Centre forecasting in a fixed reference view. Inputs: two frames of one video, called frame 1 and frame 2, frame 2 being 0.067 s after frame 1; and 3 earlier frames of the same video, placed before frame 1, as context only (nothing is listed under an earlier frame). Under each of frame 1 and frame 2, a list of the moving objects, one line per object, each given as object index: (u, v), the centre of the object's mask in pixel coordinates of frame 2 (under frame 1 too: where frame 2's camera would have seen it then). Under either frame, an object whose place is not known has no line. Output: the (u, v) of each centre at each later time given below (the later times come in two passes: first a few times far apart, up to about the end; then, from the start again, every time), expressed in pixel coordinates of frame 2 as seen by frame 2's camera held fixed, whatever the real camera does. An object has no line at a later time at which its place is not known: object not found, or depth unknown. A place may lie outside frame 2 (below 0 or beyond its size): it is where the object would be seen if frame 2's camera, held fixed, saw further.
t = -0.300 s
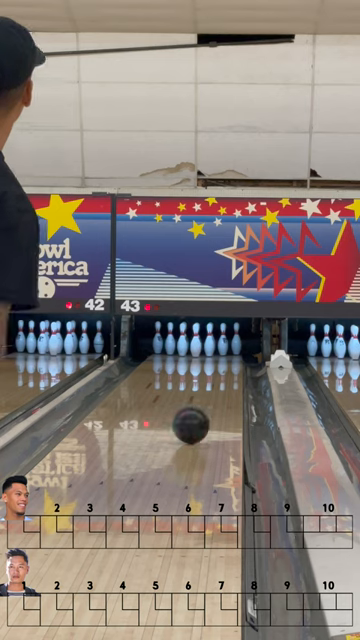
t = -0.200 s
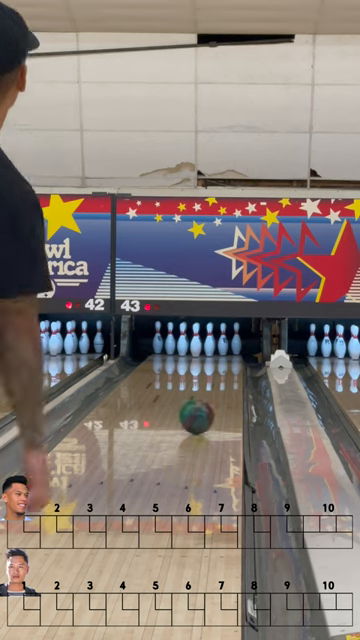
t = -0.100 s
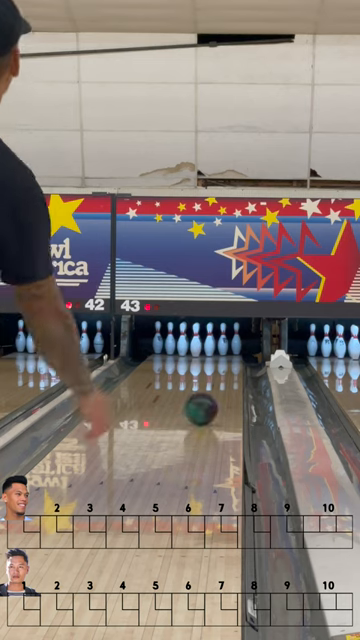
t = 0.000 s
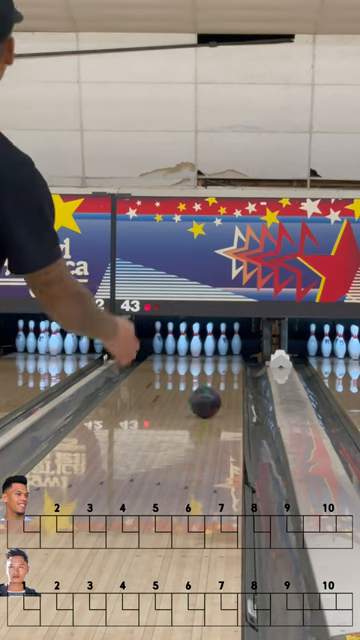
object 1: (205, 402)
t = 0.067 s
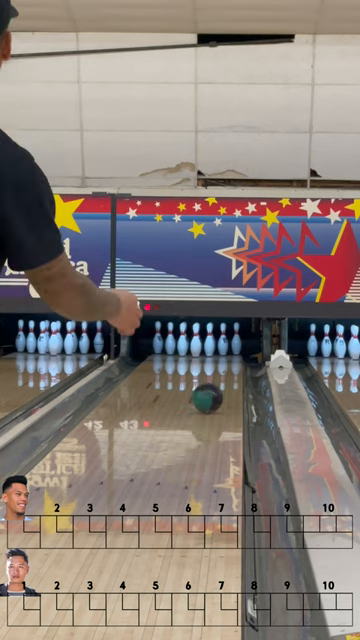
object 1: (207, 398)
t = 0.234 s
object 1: (212, 389)
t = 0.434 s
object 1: (215, 379)
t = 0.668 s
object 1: (217, 371)
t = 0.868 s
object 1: (215, 364)
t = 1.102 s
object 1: (211, 357)
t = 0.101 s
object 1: (208, 396)
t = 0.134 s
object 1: (208, 394)
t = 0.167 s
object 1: (210, 392)
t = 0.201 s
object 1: (211, 390)
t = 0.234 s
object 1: (212, 389)
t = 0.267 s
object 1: (212, 387)
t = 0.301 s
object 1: (212, 386)
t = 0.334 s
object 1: (213, 384)
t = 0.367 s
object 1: (213, 382)
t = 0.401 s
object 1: (215, 381)
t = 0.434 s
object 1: (215, 379)
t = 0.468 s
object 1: (216, 378)
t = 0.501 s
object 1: (216, 376)
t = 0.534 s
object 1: (216, 375)
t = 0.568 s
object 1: (216, 374)
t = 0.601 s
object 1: (217, 373)
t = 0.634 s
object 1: (217, 372)
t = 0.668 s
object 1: (217, 371)
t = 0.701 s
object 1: (217, 370)
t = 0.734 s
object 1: (216, 369)
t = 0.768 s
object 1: (216, 368)
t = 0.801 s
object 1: (216, 366)
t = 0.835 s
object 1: (216, 366)
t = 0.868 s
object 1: (215, 364)
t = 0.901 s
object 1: (215, 363)
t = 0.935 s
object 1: (214, 362)
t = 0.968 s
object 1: (214, 361)
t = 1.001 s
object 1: (213, 360)
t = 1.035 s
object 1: (213, 359)
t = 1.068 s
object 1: (211, 359)
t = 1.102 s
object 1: (211, 357)
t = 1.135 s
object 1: (210, 357)
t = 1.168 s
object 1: (209, 356)
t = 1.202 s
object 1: (209, 355)
